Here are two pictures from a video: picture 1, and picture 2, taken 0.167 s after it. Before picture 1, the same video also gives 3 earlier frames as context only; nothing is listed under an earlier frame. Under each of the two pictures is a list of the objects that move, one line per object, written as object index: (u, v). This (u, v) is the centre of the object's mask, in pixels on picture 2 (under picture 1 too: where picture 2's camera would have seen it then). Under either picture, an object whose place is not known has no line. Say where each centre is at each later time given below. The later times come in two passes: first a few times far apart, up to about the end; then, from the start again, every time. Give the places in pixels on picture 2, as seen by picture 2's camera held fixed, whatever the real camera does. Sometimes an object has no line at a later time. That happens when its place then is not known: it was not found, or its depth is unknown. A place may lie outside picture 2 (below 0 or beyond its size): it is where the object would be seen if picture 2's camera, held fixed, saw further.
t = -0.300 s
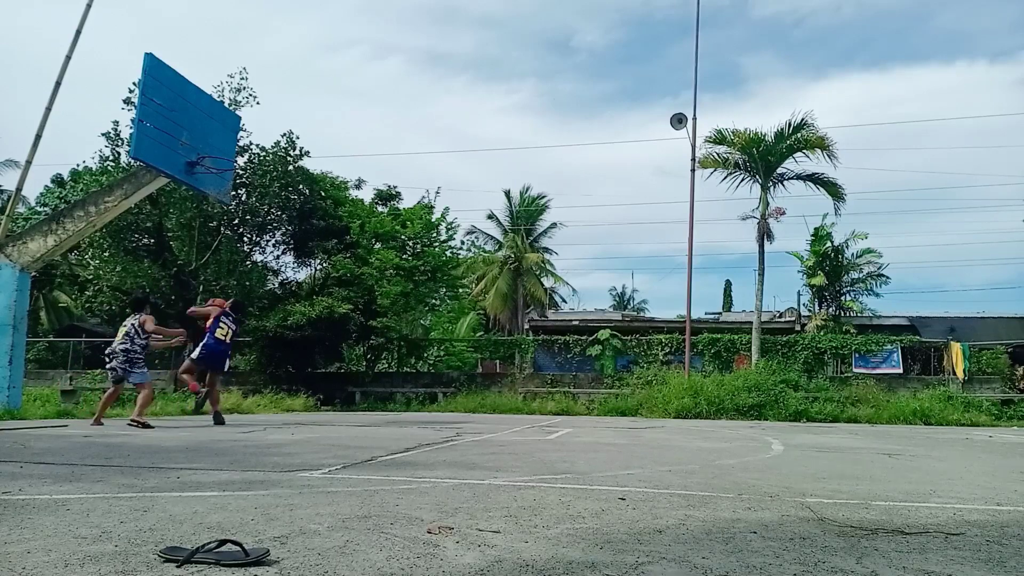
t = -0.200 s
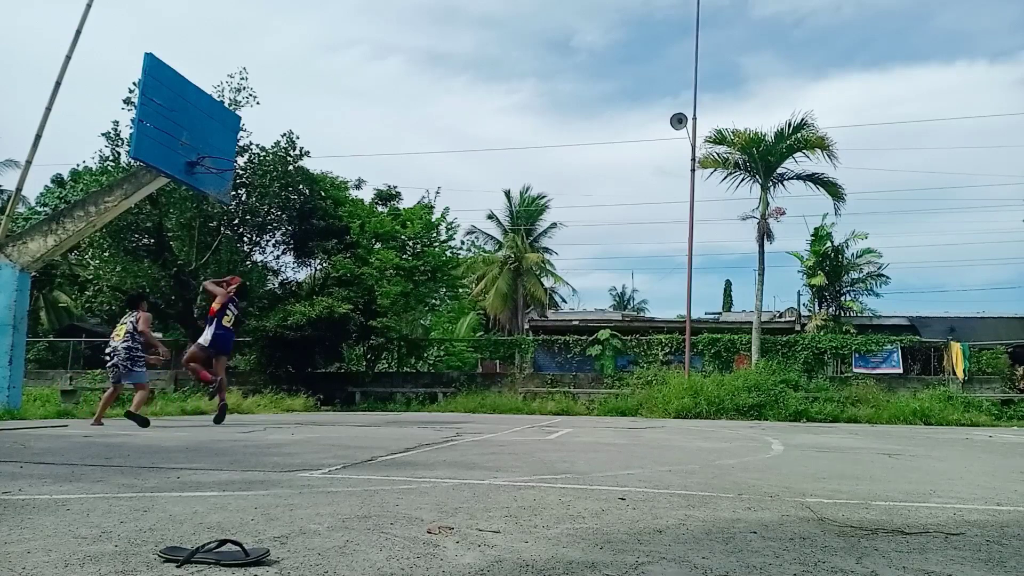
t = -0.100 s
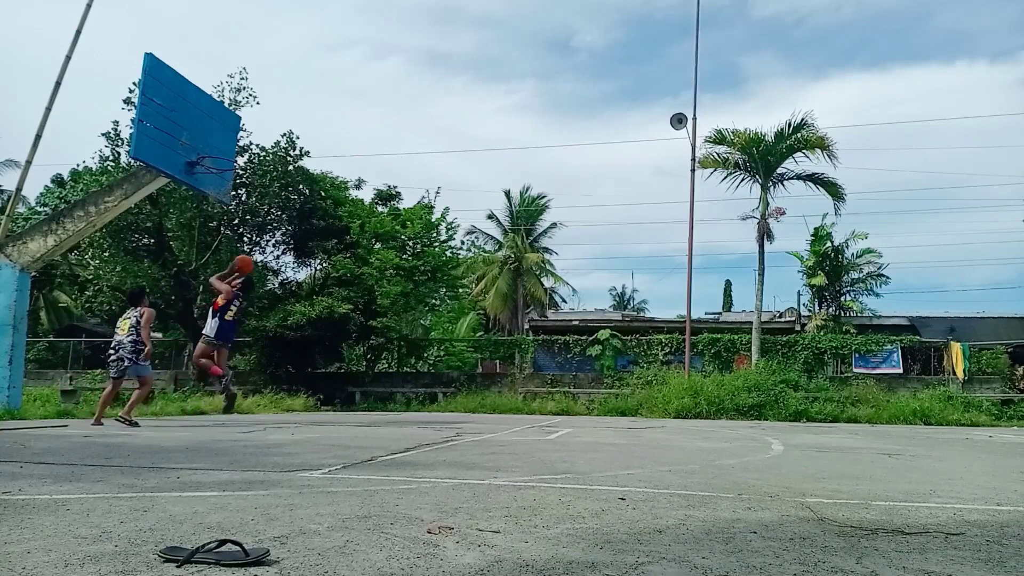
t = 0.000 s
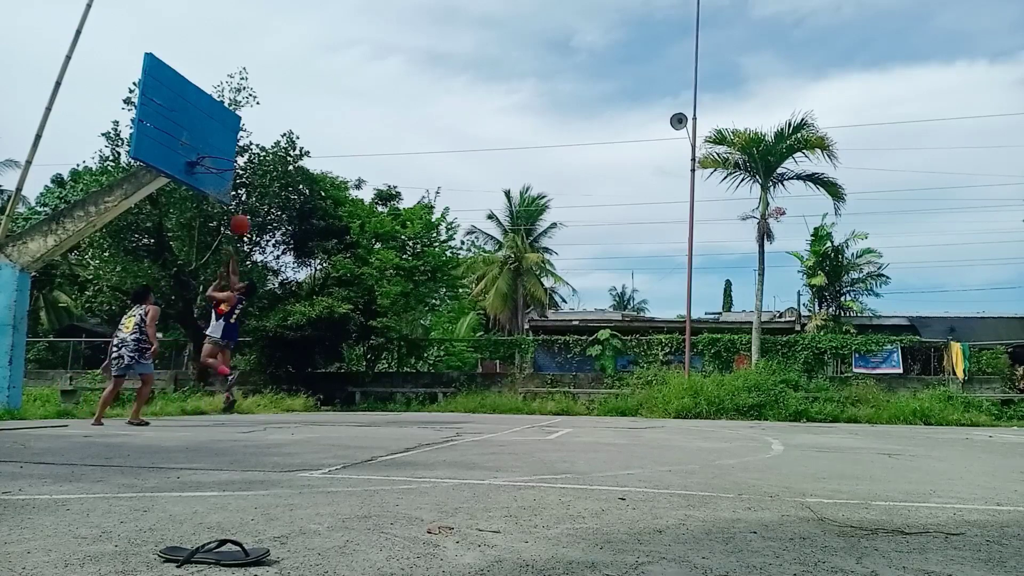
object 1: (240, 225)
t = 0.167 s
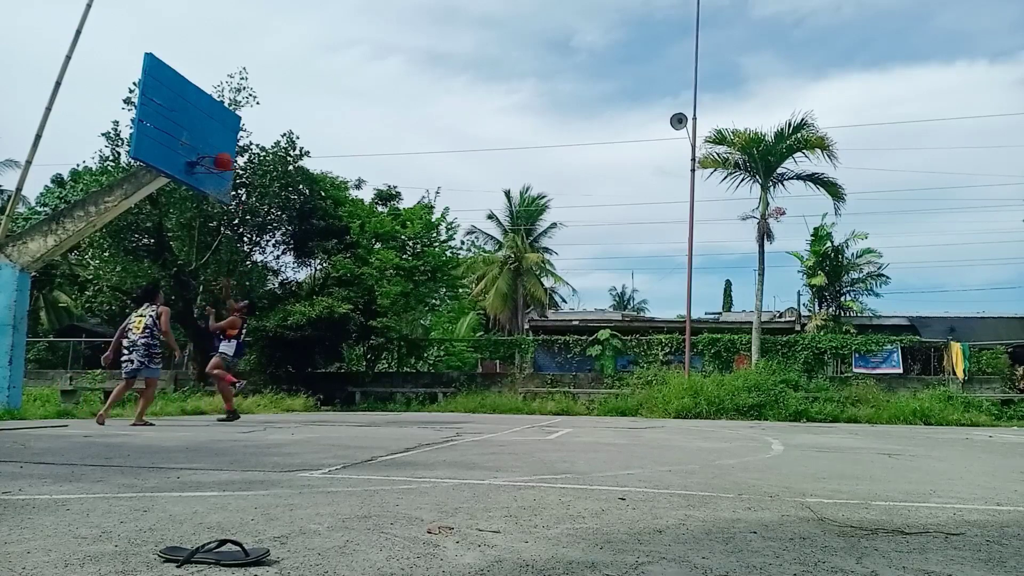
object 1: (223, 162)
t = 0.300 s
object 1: (224, 141)
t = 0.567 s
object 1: (238, 153)
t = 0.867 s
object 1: (254, 163)
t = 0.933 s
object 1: (255, 168)
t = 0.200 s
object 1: (219, 152)
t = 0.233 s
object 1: (220, 147)
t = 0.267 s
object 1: (222, 144)
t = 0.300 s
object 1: (224, 141)
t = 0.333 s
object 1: (226, 140)
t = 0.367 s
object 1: (228, 139)
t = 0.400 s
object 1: (230, 139)
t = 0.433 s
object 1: (231, 140)
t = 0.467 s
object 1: (233, 142)
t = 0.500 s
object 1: (234, 144)
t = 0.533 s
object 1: (236, 148)
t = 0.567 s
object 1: (238, 153)
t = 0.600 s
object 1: (239, 158)
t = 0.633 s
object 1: (241, 158)
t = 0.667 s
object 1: (243, 156)
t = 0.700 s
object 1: (245, 156)
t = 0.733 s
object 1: (246, 155)
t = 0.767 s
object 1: (248, 156)
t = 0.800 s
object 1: (250, 158)
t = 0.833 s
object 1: (252, 161)
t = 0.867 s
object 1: (254, 163)
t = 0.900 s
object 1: (254, 164)
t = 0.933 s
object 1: (255, 168)
